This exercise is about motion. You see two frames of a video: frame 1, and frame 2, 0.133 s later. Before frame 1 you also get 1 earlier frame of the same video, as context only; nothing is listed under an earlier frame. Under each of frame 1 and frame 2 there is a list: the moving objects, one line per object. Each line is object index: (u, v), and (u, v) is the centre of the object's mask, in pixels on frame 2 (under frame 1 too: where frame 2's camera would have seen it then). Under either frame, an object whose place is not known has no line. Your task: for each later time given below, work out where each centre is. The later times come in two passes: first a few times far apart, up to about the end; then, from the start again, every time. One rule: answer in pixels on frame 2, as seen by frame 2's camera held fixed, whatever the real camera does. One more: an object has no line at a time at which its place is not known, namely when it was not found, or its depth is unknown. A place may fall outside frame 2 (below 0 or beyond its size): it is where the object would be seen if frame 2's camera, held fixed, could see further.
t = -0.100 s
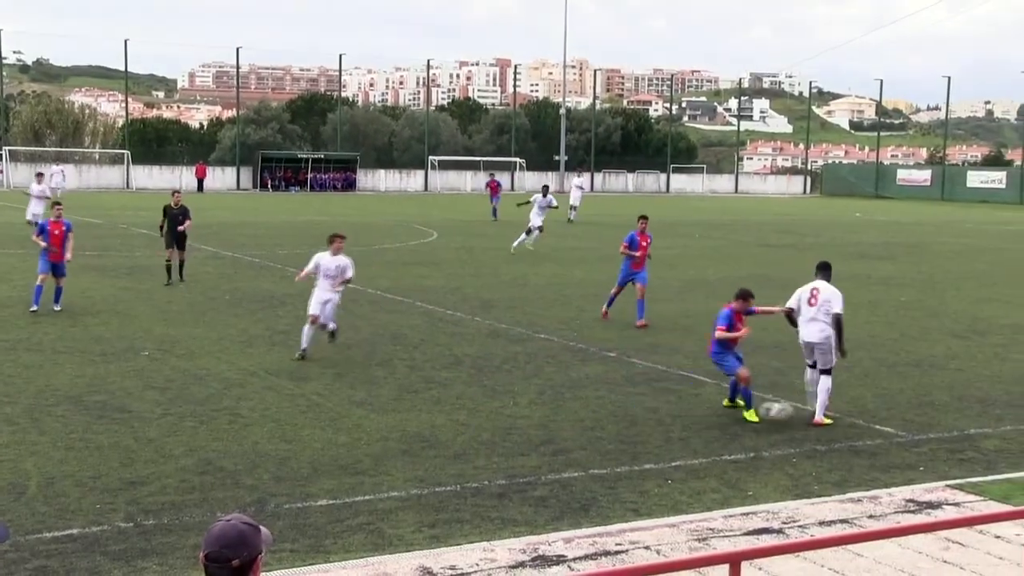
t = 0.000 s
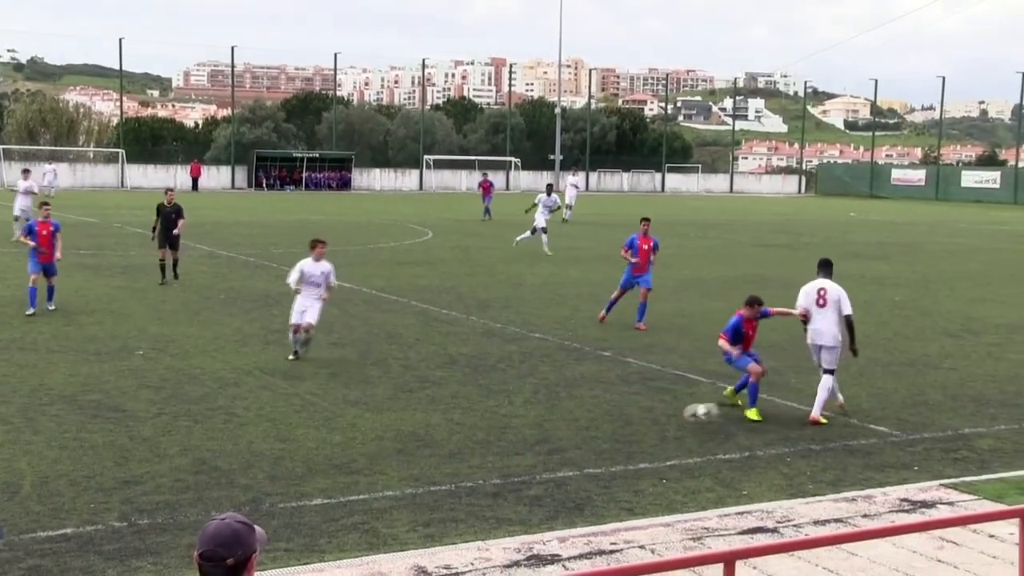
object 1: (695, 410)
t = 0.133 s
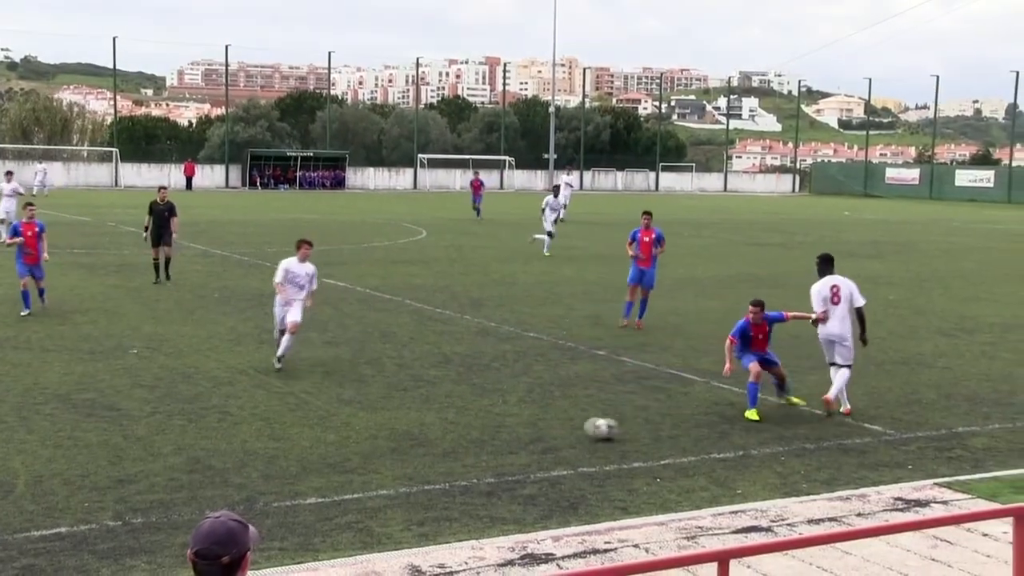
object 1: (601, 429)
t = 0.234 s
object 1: (540, 426)
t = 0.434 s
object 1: (419, 443)
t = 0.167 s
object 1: (584, 429)
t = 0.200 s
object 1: (560, 425)
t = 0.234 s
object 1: (540, 426)
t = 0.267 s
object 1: (518, 426)
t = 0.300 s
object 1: (498, 430)
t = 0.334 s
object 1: (476, 434)
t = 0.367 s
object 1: (455, 441)
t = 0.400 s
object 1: (437, 443)
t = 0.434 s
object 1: (419, 443)
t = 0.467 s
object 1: (399, 441)
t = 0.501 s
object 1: (381, 445)
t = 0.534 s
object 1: (363, 449)
